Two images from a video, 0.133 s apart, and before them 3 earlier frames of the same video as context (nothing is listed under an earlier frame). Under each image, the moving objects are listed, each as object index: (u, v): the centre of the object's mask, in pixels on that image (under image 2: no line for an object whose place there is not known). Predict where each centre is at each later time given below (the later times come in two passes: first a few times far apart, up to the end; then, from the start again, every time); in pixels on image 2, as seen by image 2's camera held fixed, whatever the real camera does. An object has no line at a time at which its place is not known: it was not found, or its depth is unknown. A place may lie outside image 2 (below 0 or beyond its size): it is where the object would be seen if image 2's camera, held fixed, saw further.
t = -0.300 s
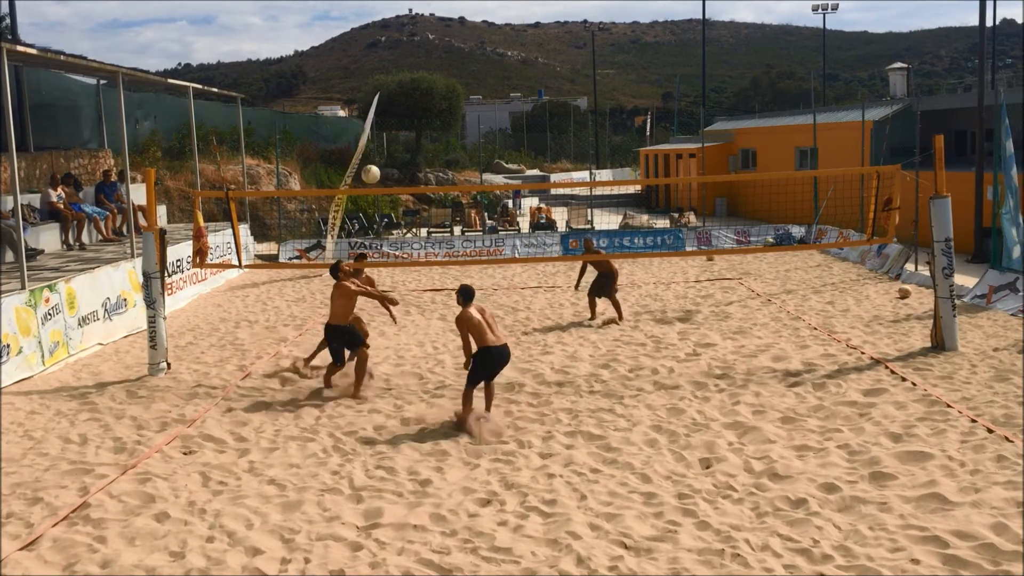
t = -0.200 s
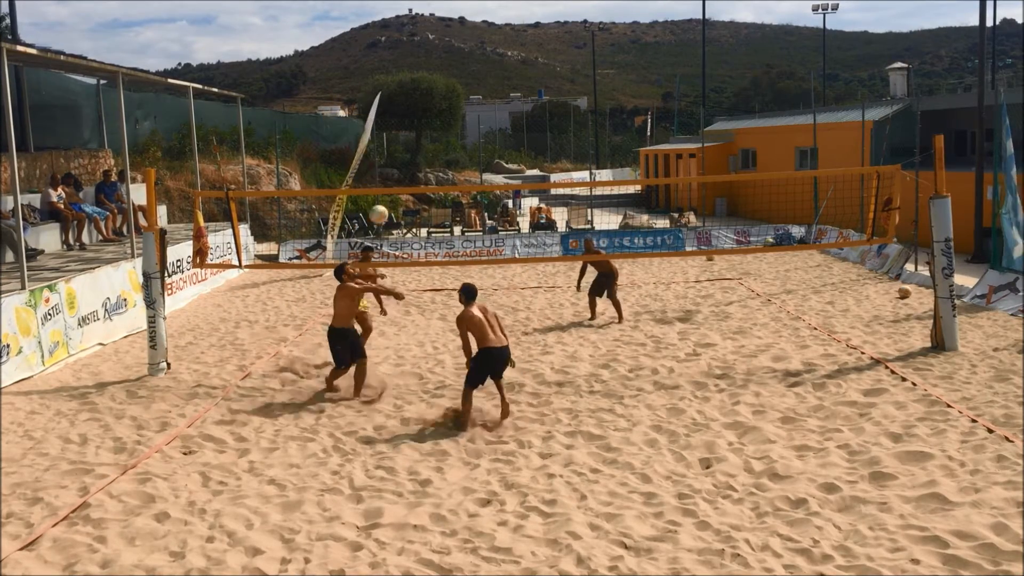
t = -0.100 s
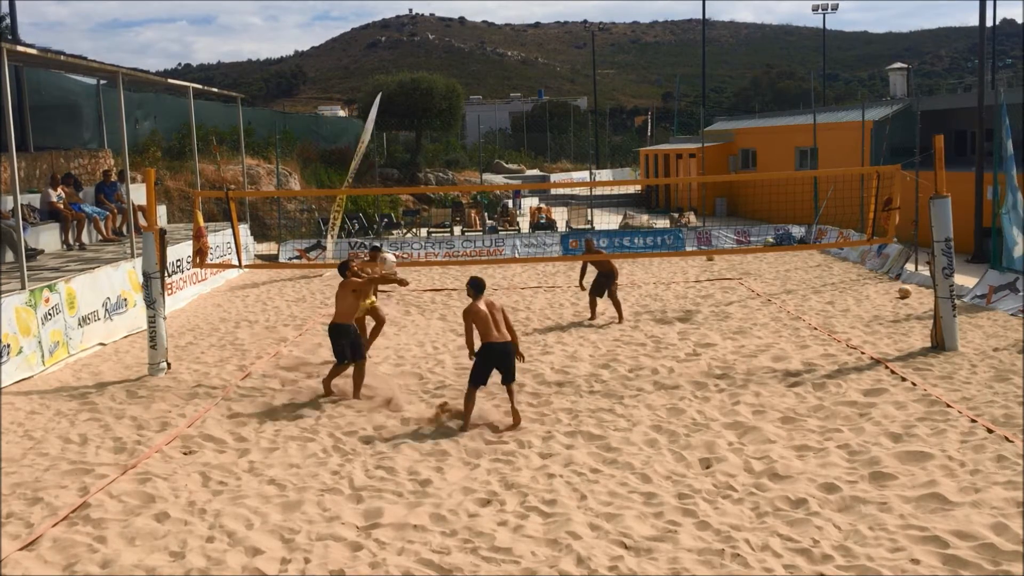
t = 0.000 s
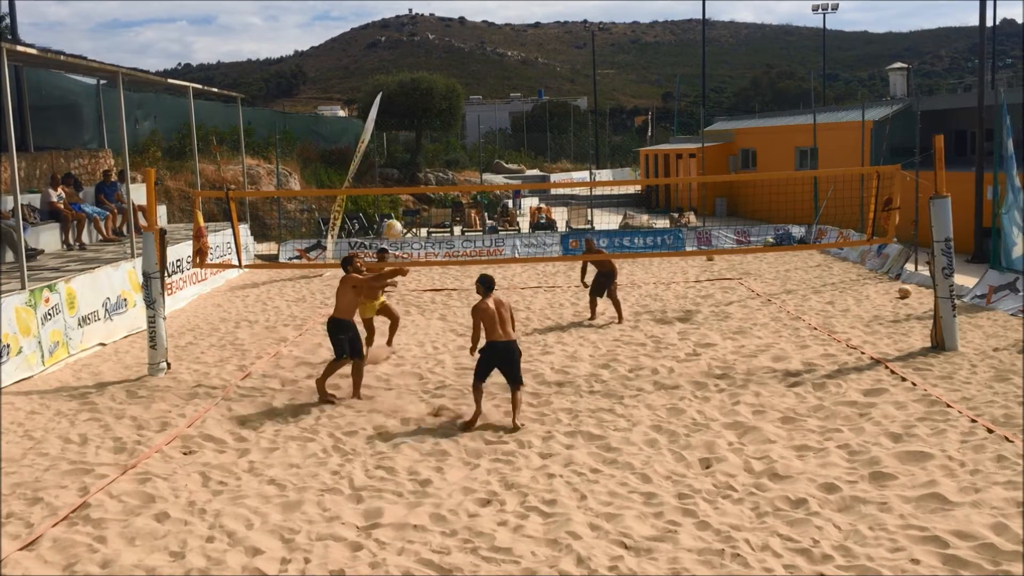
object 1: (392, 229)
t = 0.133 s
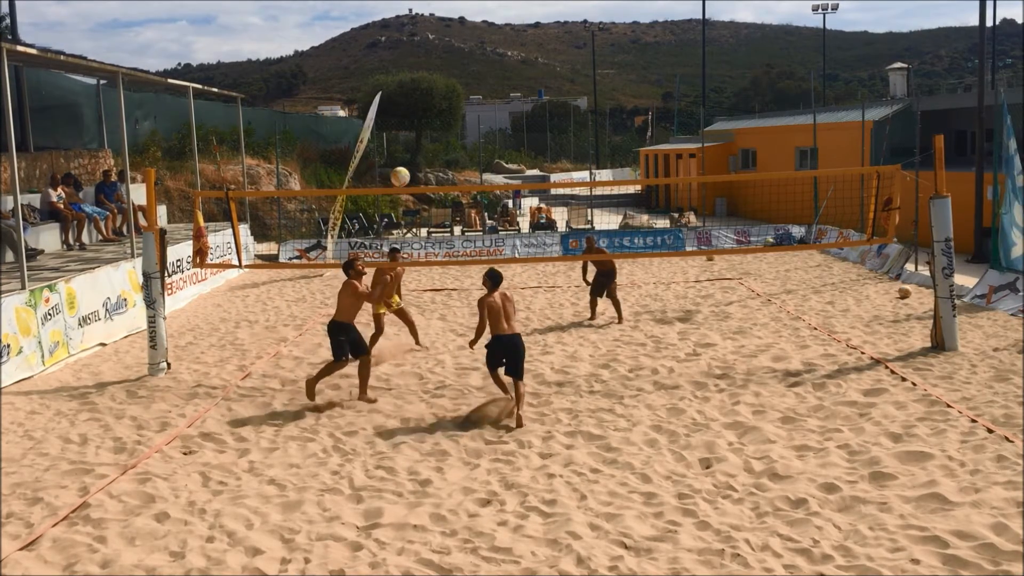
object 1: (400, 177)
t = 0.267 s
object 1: (408, 139)
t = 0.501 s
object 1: (424, 110)
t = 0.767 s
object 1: (446, 135)
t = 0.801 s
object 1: (449, 142)
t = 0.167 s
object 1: (402, 166)
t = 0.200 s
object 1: (404, 156)
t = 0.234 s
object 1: (406, 147)
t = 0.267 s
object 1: (408, 139)
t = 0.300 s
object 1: (410, 132)
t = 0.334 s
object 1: (413, 126)
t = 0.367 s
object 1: (415, 121)
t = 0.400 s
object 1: (417, 117)
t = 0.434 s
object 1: (420, 113)
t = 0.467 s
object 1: (422, 111)
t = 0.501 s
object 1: (424, 110)
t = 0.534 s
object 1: (427, 110)
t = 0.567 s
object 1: (429, 110)
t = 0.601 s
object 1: (432, 112)
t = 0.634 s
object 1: (435, 114)
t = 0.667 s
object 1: (437, 118)
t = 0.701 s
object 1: (440, 123)
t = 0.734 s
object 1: (443, 128)
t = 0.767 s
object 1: (446, 135)
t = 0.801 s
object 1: (449, 142)
